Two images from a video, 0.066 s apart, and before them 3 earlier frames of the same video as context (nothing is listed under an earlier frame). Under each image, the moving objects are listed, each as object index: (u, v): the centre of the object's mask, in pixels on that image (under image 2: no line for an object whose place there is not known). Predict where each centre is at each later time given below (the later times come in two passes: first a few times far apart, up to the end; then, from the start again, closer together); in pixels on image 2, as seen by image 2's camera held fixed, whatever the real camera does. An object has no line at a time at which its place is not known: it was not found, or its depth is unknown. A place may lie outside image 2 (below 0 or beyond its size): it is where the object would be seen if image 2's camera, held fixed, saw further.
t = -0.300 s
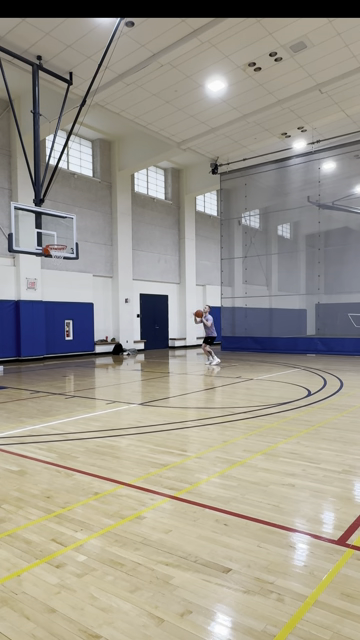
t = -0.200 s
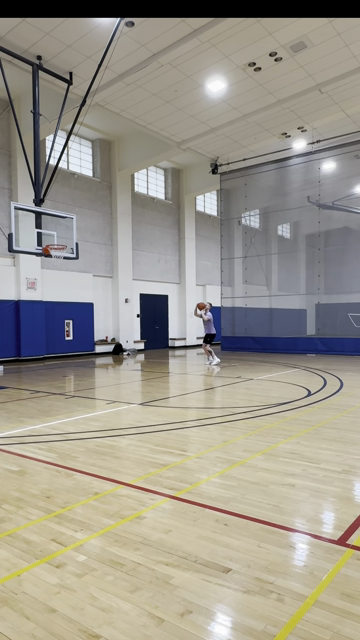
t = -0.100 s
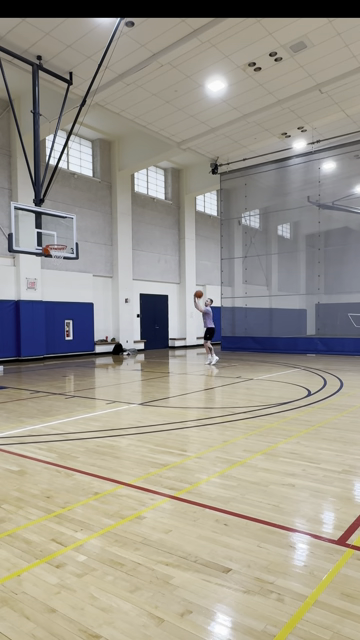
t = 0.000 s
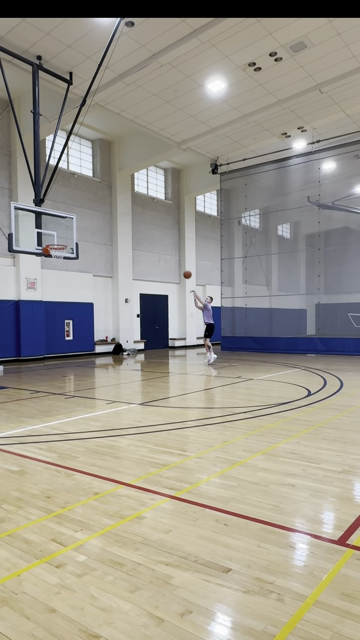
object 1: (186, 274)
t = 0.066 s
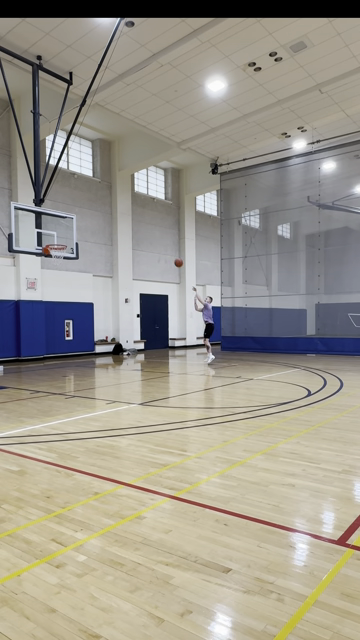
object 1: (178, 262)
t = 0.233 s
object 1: (155, 239)
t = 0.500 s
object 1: (119, 221)
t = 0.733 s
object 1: (84, 226)
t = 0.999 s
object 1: (48, 254)
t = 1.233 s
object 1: (47, 278)
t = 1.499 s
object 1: (46, 336)
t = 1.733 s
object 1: (51, 356)
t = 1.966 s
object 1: (64, 321)
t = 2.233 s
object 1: (80, 312)
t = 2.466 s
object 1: (94, 332)
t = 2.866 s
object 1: (117, 355)
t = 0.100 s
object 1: (174, 257)
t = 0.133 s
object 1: (169, 252)
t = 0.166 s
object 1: (164, 247)
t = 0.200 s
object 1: (160, 243)
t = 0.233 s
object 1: (155, 239)
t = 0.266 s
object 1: (153, 237)
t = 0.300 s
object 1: (148, 234)
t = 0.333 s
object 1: (143, 231)
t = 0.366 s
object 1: (139, 227)
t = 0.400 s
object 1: (134, 226)
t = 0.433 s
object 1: (129, 223)
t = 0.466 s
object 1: (124, 222)
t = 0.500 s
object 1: (119, 221)
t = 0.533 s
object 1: (114, 220)
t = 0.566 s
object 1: (110, 220)
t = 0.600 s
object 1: (105, 221)
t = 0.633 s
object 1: (99, 221)
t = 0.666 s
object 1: (94, 222)
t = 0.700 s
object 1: (89, 224)
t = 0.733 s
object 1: (84, 226)
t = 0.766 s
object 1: (79, 228)
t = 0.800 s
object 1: (73, 231)
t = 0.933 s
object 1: (52, 248)
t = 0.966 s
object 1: (49, 251)
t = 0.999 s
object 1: (48, 254)
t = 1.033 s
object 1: (48, 257)
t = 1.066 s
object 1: (48, 259)
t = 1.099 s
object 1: (48, 262)
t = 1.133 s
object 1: (48, 265)
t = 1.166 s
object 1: (48, 269)
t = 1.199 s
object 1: (47, 273)
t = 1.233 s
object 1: (47, 278)
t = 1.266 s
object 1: (47, 283)
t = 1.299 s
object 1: (47, 289)
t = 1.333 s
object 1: (47, 296)
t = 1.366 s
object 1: (47, 302)
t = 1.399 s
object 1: (47, 310)
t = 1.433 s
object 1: (46, 318)
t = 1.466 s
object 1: (47, 326)
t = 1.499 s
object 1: (46, 336)
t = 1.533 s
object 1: (46, 345)
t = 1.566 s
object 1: (46, 355)
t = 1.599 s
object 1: (46, 366)
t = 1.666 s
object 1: (47, 371)
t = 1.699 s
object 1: (49, 363)
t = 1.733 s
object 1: (51, 356)
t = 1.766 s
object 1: (53, 349)
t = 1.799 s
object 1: (54, 344)
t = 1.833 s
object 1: (56, 338)
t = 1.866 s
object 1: (58, 333)
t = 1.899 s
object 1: (60, 328)
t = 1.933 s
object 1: (62, 325)
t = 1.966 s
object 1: (64, 321)
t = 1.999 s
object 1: (66, 318)
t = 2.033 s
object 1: (68, 316)
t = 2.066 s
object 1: (70, 314)
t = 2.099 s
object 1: (72, 313)
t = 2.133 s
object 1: (74, 312)
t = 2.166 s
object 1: (76, 312)
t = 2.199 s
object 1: (78, 312)
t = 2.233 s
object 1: (80, 312)
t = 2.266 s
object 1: (82, 313)
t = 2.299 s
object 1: (84, 315)
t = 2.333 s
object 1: (86, 318)
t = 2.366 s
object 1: (88, 320)
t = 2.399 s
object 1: (90, 324)
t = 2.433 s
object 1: (92, 328)
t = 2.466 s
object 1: (94, 332)
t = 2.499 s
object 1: (97, 337)
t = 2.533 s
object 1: (98, 343)
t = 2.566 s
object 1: (101, 349)
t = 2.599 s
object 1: (103, 355)
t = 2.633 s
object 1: (105, 363)
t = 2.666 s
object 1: (107, 370)
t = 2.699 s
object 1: (109, 379)
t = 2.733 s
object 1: (111, 375)
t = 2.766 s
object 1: (112, 369)
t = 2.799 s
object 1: (114, 364)
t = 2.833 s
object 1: (116, 359)
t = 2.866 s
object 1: (117, 355)
